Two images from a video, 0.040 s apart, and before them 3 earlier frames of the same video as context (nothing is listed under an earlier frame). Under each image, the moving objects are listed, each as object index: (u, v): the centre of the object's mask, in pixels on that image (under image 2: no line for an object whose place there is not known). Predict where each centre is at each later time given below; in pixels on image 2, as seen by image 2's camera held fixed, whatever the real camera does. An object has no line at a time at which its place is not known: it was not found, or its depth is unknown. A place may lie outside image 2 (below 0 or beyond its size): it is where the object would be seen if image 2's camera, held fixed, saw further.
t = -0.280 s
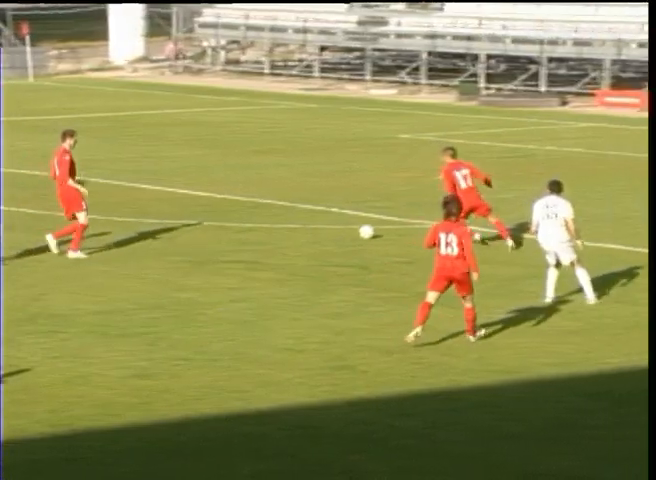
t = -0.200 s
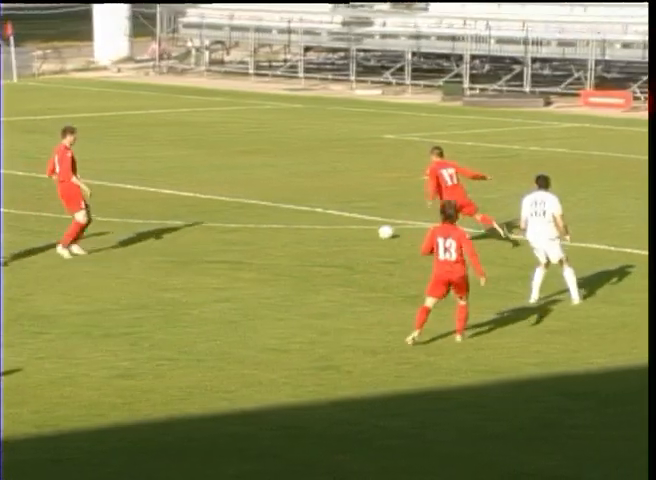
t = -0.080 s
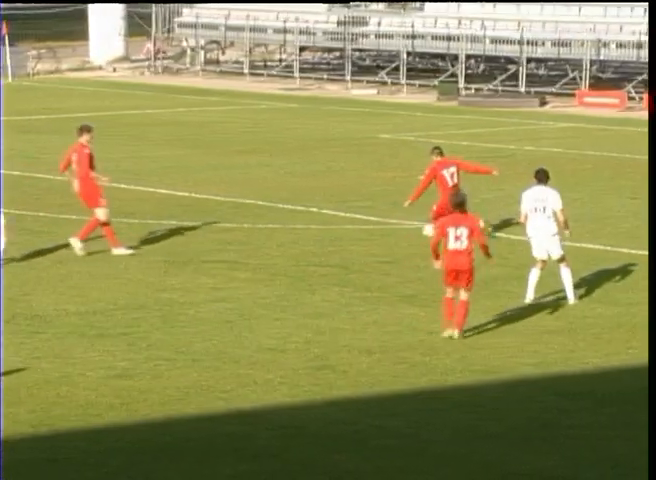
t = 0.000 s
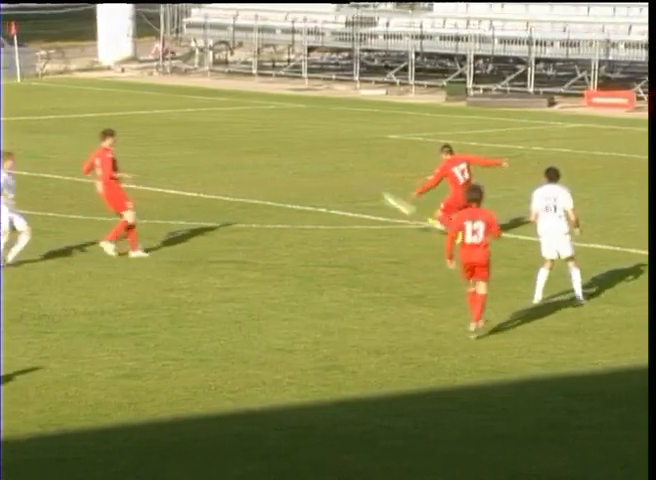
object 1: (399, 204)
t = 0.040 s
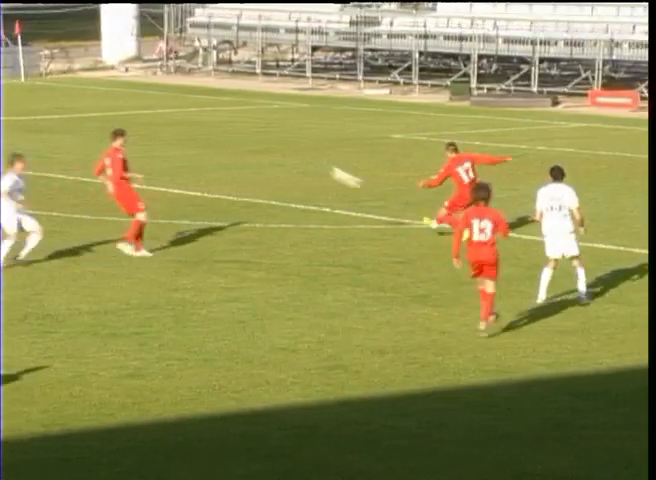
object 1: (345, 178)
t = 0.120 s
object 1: (245, 133)
